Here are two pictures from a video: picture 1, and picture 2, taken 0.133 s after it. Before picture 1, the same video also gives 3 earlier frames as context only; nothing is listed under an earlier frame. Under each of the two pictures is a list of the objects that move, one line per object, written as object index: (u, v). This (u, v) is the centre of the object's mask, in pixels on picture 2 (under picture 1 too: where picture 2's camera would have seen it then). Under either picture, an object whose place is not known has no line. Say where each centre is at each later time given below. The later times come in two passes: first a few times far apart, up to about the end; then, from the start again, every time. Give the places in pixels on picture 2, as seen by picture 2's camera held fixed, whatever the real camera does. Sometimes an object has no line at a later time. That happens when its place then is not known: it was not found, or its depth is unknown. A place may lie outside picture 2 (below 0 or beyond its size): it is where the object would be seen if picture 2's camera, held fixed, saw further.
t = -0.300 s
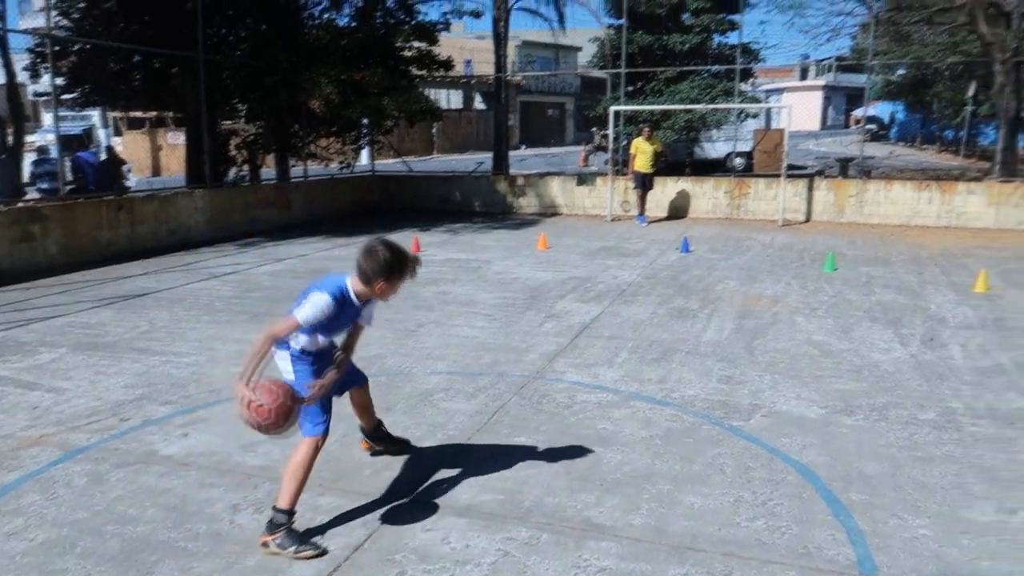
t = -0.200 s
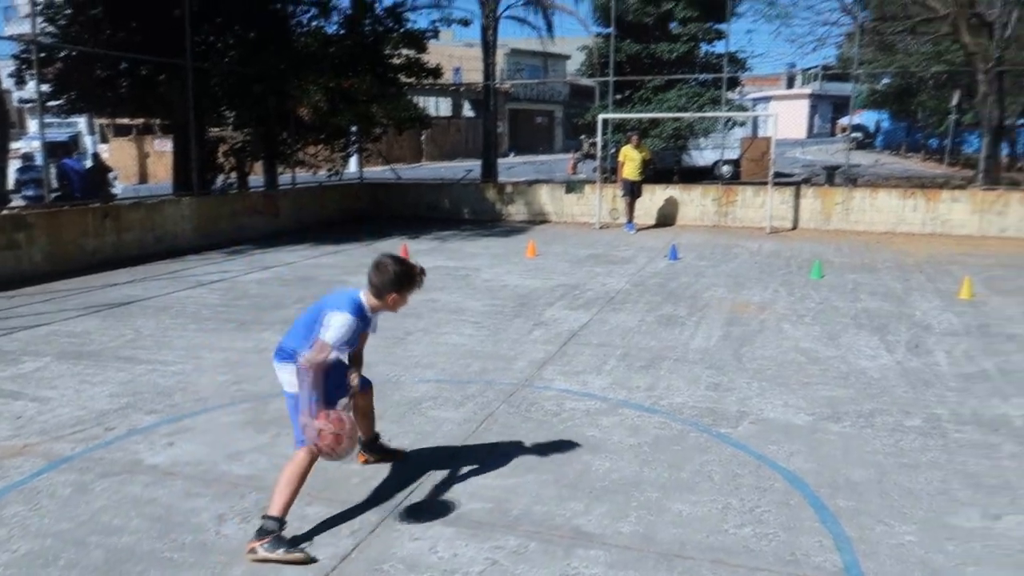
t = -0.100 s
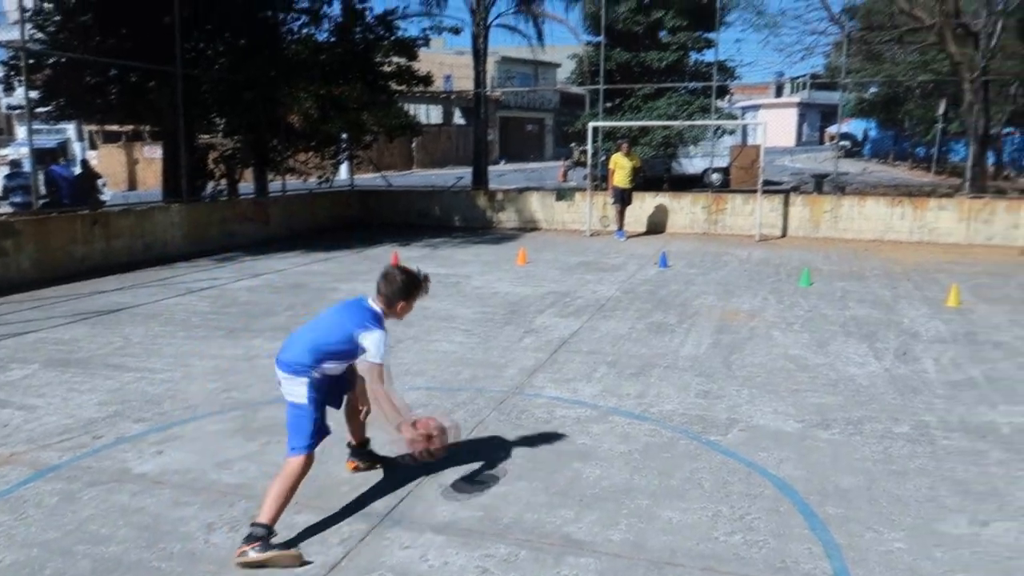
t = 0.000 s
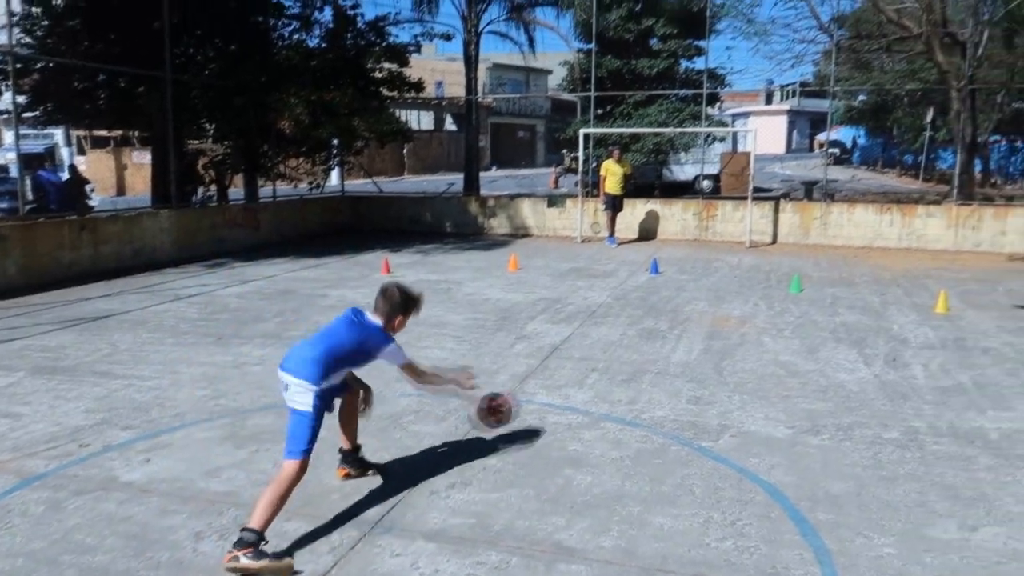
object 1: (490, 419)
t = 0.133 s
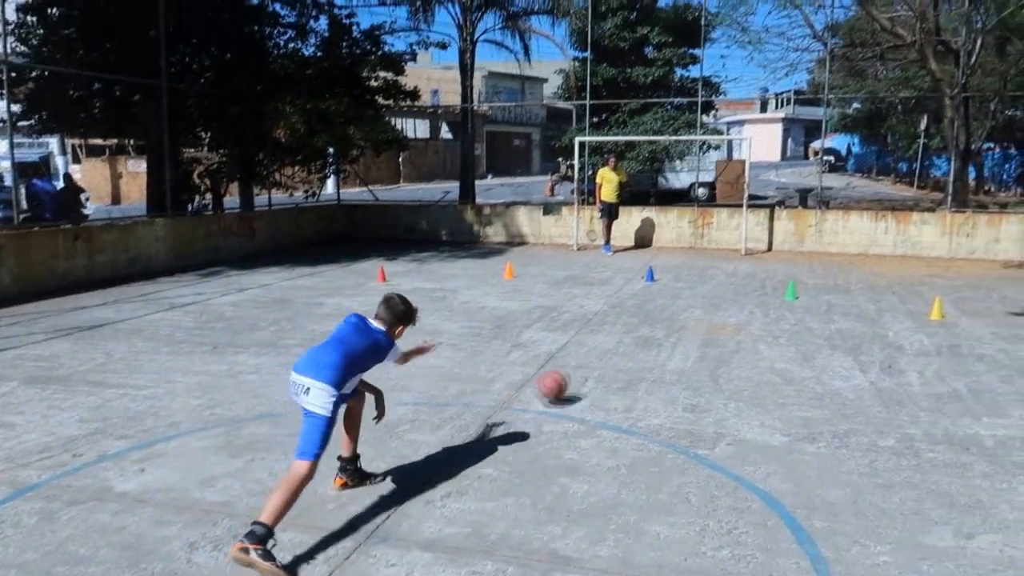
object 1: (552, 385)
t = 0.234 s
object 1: (582, 362)
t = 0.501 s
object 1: (628, 326)
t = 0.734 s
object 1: (655, 304)
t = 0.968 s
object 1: (675, 288)
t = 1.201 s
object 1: (691, 276)
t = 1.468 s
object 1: (704, 264)
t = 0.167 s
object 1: (563, 375)
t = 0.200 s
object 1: (572, 368)
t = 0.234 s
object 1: (582, 362)
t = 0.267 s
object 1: (589, 358)
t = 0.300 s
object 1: (597, 354)
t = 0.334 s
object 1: (603, 348)
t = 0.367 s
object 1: (608, 343)
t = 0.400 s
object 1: (614, 339)
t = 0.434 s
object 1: (619, 335)
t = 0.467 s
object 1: (624, 330)
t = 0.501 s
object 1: (628, 326)
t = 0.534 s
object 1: (633, 323)
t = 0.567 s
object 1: (637, 319)
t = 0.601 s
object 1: (641, 316)
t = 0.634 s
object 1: (644, 313)
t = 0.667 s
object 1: (648, 310)
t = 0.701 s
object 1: (652, 306)
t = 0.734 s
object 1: (655, 304)
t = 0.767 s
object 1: (658, 301)
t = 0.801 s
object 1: (661, 299)
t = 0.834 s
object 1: (664, 297)
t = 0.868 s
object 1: (667, 294)
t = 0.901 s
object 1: (670, 291)
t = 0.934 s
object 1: (672, 289)
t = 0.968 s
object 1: (675, 288)
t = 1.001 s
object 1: (678, 286)
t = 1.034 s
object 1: (680, 284)
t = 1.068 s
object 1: (682, 282)
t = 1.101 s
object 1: (684, 280)
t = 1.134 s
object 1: (686, 278)
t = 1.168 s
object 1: (689, 277)
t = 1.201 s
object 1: (691, 276)
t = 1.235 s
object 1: (692, 274)
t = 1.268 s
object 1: (694, 272)
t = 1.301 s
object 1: (696, 271)
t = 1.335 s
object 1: (697, 270)
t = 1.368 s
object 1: (699, 268)
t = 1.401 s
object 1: (701, 267)
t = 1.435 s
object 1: (703, 266)
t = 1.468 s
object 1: (704, 264)
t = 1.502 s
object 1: (706, 263)
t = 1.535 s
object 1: (707, 262)
